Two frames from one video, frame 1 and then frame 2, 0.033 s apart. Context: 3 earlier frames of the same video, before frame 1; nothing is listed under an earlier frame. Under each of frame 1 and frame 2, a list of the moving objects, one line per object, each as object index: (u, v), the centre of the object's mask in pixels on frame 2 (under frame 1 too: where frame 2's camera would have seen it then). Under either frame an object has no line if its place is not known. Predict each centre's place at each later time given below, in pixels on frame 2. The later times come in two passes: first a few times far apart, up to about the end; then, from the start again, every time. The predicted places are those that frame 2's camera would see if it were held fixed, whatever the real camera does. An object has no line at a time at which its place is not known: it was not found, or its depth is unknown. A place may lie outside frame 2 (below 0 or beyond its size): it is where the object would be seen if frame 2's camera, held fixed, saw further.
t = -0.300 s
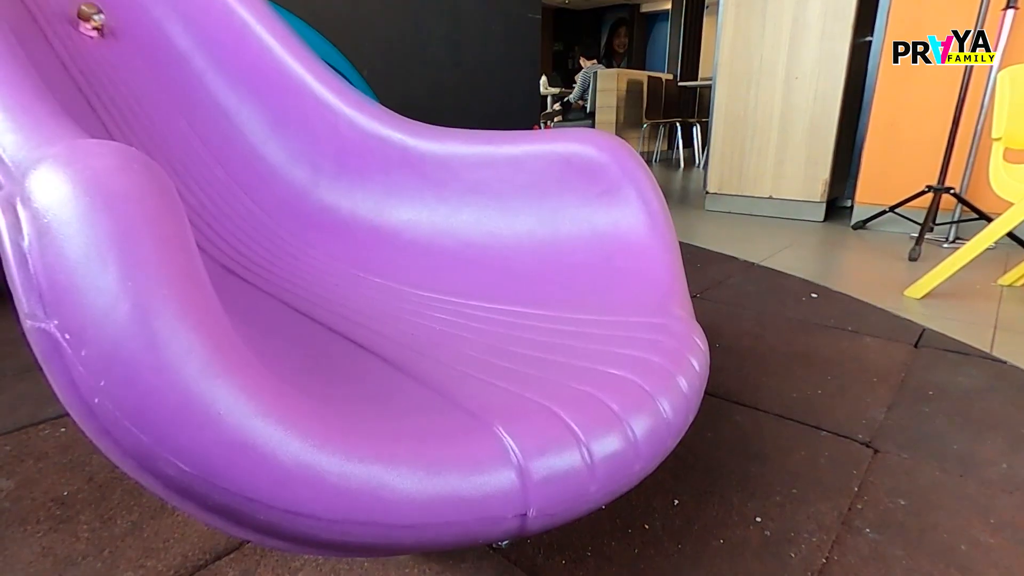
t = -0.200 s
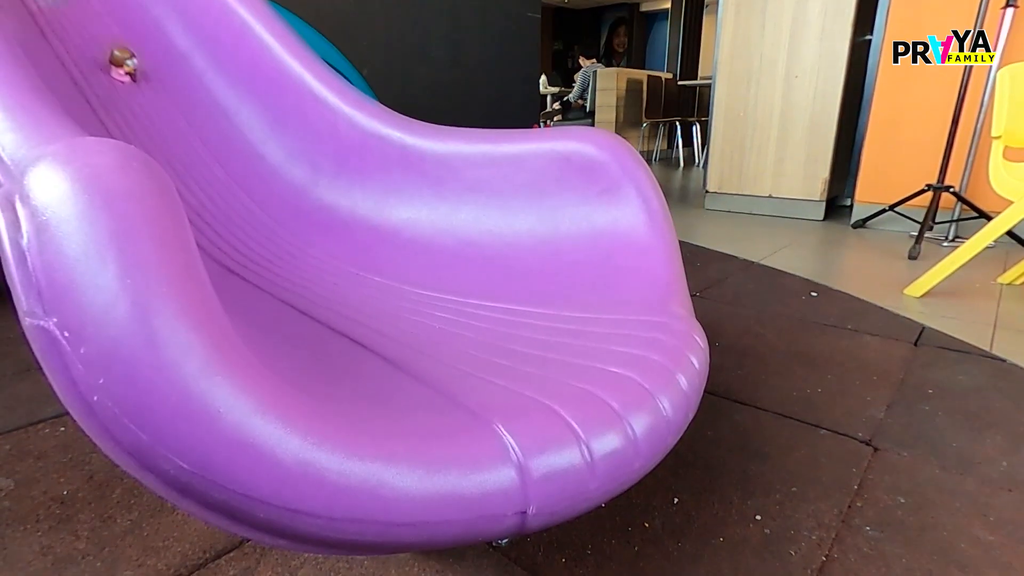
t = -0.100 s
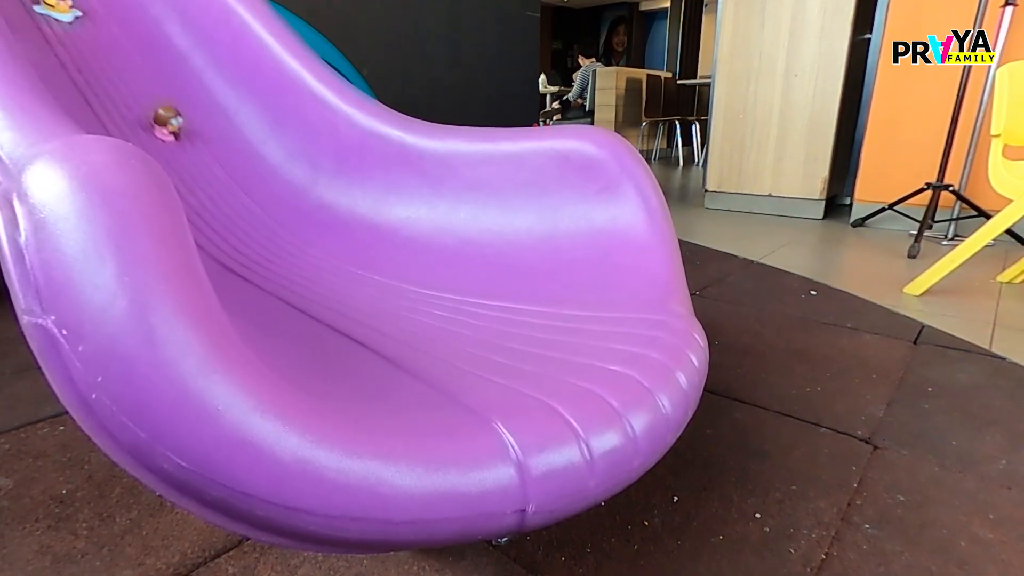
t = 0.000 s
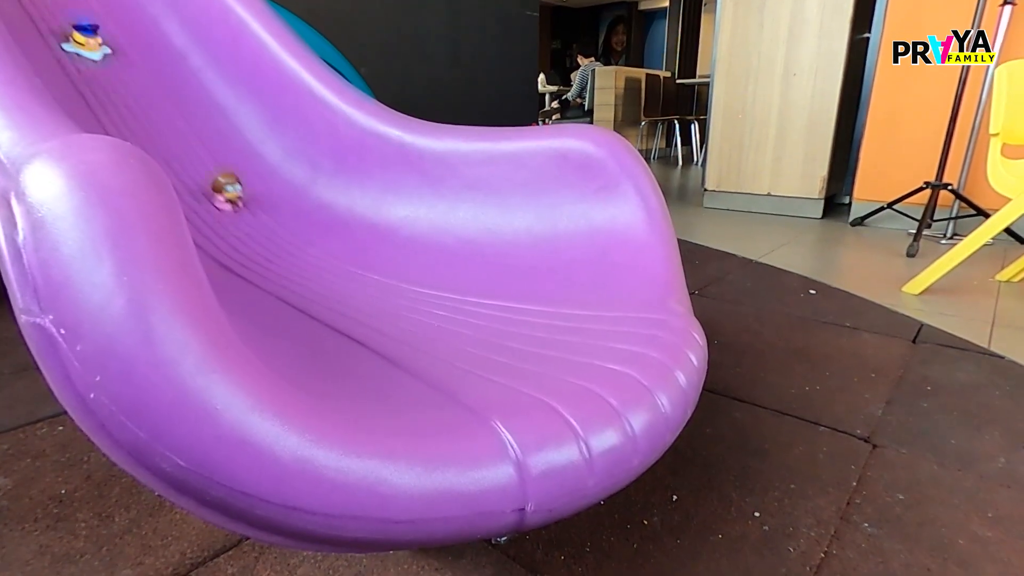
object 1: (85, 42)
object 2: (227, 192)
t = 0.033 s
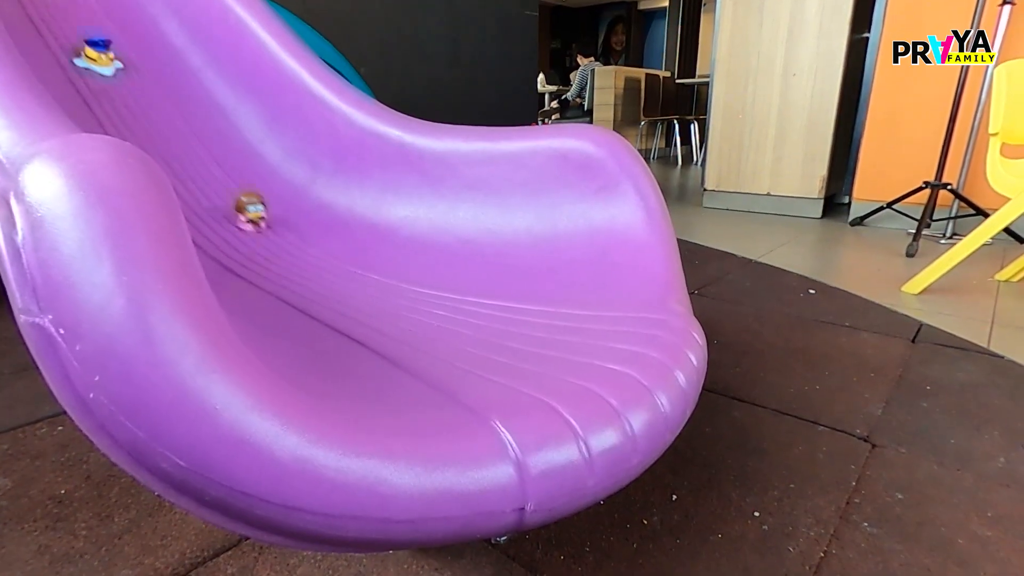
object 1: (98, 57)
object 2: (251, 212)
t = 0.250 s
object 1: (209, 186)
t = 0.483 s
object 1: (372, 277)
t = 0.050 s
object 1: (105, 66)
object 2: (264, 222)
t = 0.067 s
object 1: (112, 74)
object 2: (277, 230)
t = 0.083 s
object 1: (119, 82)
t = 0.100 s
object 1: (127, 92)
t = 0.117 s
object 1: (135, 102)
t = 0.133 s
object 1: (144, 112)
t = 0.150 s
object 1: (152, 122)
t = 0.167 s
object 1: (161, 132)
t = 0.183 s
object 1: (170, 143)
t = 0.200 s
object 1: (180, 154)
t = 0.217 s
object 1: (189, 165)
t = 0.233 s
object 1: (199, 176)
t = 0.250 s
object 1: (209, 186)
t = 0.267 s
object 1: (220, 196)
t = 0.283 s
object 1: (231, 206)
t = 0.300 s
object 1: (242, 214)
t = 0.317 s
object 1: (253, 223)
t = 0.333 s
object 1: (264, 230)
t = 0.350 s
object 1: (277, 238)
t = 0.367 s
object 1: (288, 244)
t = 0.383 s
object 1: (299, 249)
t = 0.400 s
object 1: (311, 254)
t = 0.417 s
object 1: (323, 260)
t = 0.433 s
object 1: (335, 264)
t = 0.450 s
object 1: (347, 268)
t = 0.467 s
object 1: (359, 273)
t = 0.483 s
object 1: (372, 277)
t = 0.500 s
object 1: (384, 281)
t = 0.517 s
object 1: (397, 285)
